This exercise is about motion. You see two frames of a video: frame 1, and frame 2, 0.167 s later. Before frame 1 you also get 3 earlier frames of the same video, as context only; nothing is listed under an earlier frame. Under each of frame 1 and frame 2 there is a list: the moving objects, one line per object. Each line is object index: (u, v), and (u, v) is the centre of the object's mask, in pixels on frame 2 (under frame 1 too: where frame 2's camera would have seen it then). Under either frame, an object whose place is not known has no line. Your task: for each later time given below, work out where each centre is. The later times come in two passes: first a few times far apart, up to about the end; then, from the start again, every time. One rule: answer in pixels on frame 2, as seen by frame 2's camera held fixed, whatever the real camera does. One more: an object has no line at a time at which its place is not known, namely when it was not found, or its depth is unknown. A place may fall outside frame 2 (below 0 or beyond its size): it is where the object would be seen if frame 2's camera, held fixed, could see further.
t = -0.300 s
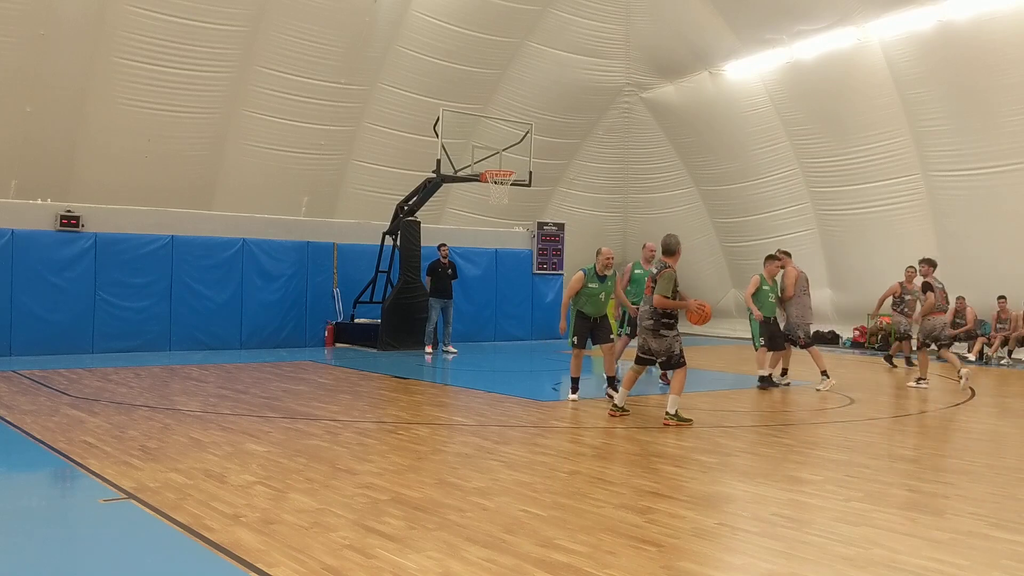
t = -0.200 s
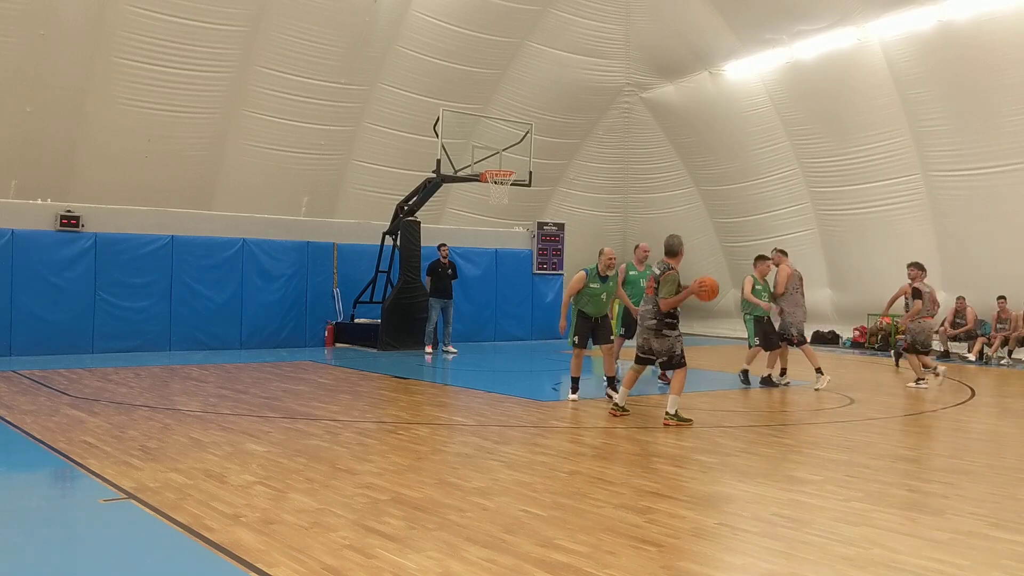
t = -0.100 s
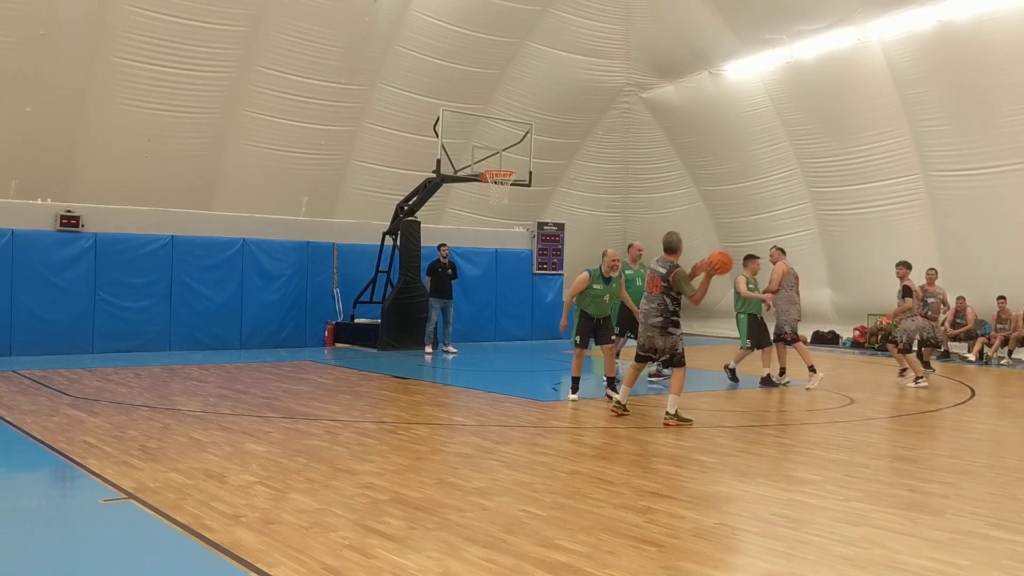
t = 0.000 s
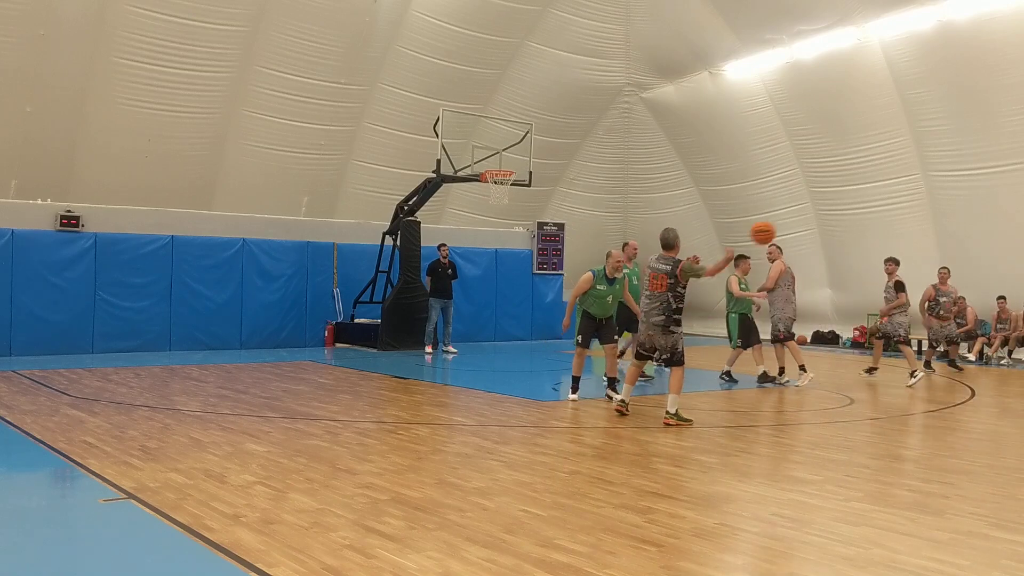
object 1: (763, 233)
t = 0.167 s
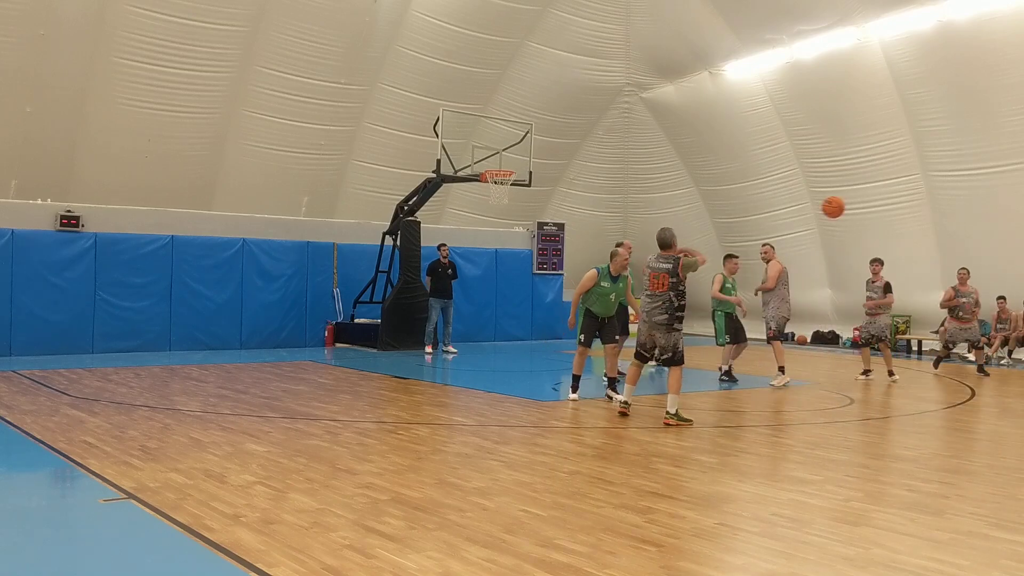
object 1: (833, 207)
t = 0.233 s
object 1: (858, 205)
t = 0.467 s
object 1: (930, 223)
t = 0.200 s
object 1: (845, 205)
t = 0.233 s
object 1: (858, 205)
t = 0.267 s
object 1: (869, 205)
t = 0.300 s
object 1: (880, 206)
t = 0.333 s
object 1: (891, 208)
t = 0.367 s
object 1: (901, 211)
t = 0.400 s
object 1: (911, 214)
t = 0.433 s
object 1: (920, 218)
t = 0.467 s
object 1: (930, 223)
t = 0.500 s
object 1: (938, 229)
